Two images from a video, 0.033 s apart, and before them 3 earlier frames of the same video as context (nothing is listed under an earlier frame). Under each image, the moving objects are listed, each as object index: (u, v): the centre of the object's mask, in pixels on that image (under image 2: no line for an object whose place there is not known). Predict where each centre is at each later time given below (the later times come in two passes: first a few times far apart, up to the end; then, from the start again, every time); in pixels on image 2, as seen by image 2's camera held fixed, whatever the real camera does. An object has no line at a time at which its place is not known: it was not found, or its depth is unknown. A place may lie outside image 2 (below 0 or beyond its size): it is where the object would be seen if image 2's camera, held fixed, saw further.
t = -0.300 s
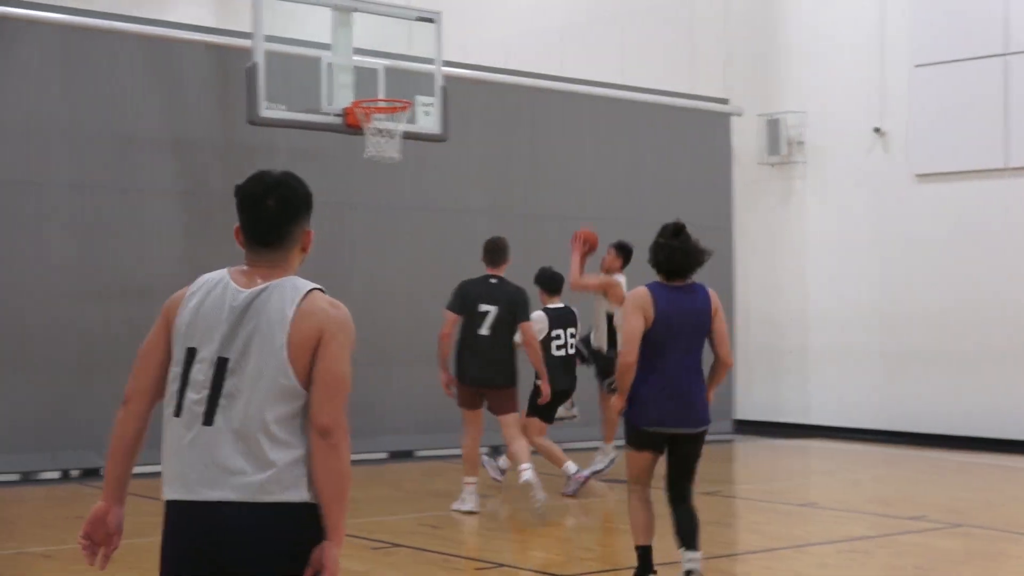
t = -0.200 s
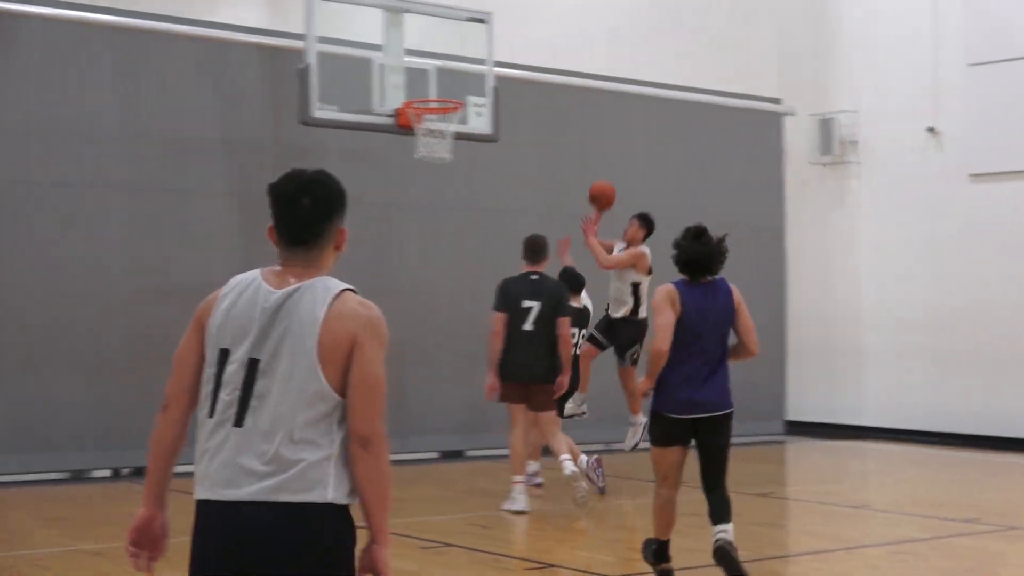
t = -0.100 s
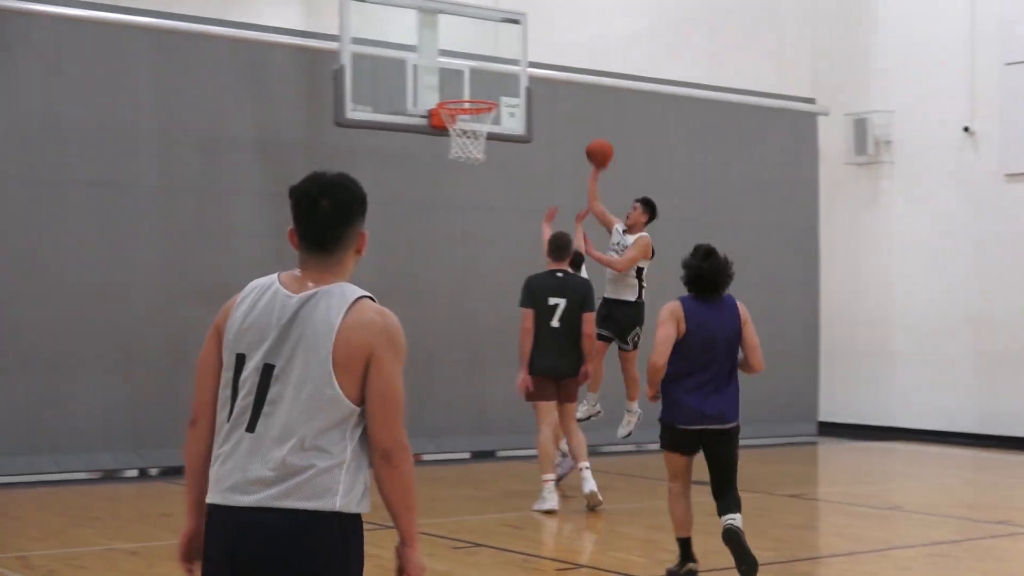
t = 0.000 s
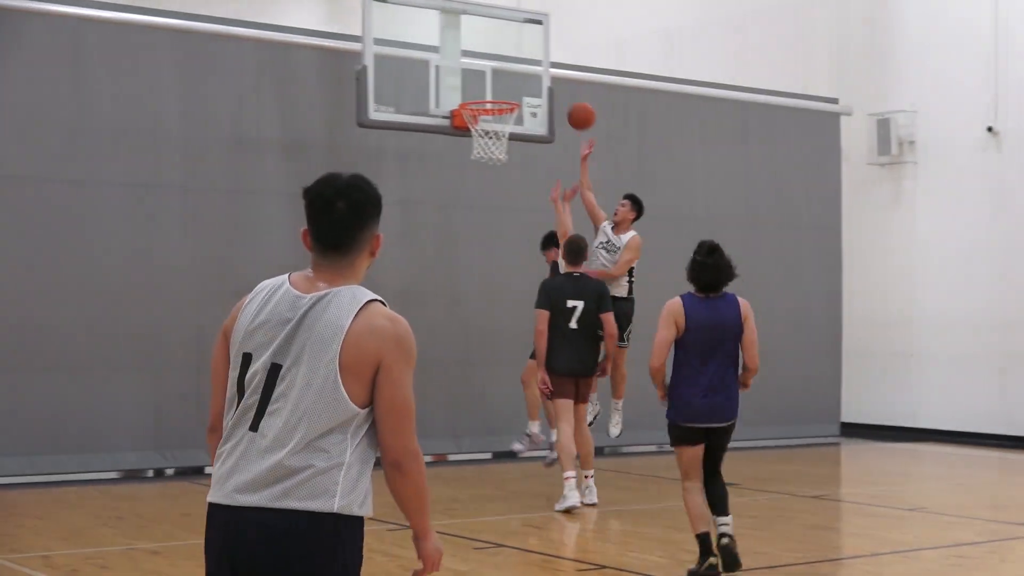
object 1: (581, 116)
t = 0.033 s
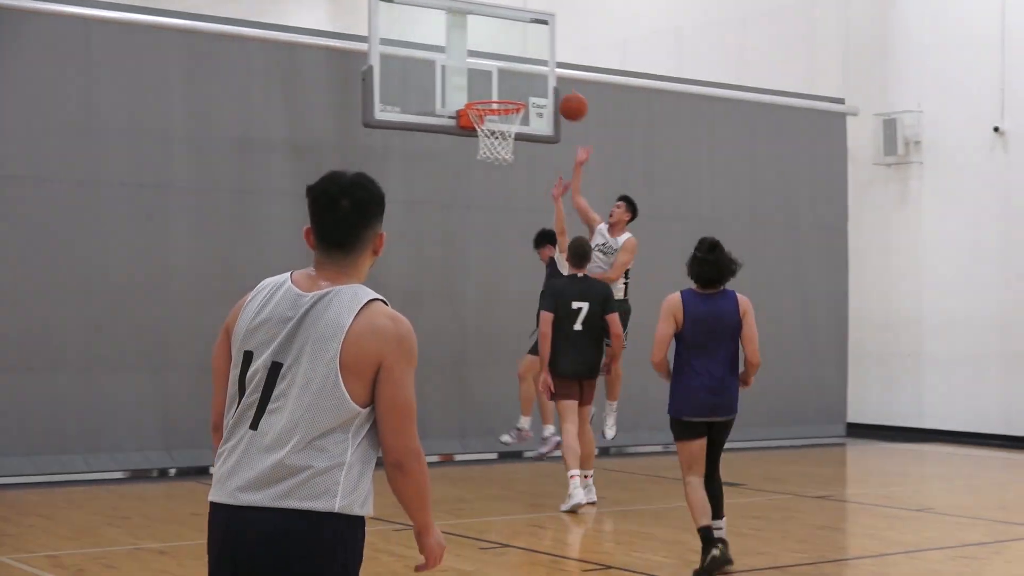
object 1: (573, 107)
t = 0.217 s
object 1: (515, 78)
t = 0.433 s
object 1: (489, 94)
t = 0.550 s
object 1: (512, 124)
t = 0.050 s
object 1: (566, 102)
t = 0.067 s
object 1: (560, 98)
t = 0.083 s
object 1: (553, 95)
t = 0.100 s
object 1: (546, 91)
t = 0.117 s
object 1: (538, 88)
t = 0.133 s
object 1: (531, 85)
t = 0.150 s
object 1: (524, 83)
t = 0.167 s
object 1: (520, 81)
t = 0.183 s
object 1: (518, 80)
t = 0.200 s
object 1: (516, 79)
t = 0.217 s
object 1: (515, 78)
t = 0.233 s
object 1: (513, 78)
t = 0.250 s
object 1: (511, 78)
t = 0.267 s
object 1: (509, 78)
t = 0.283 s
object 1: (507, 79)
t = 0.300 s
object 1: (505, 80)
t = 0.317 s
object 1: (503, 81)
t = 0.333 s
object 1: (501, 83)
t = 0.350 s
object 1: (499, 85)
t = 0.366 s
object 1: (497, 87)
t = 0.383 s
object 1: (496, 89)
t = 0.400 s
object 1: (493, 91)
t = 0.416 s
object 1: (491, 92)
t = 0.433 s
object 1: (489, 94)
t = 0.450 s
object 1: (488, 96)
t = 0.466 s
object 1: (492, 107)
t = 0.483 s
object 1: (496, 112)
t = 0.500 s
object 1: (499, 116)
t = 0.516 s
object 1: (503, 119)
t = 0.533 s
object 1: (506, 121)
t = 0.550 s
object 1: (512, 124)
